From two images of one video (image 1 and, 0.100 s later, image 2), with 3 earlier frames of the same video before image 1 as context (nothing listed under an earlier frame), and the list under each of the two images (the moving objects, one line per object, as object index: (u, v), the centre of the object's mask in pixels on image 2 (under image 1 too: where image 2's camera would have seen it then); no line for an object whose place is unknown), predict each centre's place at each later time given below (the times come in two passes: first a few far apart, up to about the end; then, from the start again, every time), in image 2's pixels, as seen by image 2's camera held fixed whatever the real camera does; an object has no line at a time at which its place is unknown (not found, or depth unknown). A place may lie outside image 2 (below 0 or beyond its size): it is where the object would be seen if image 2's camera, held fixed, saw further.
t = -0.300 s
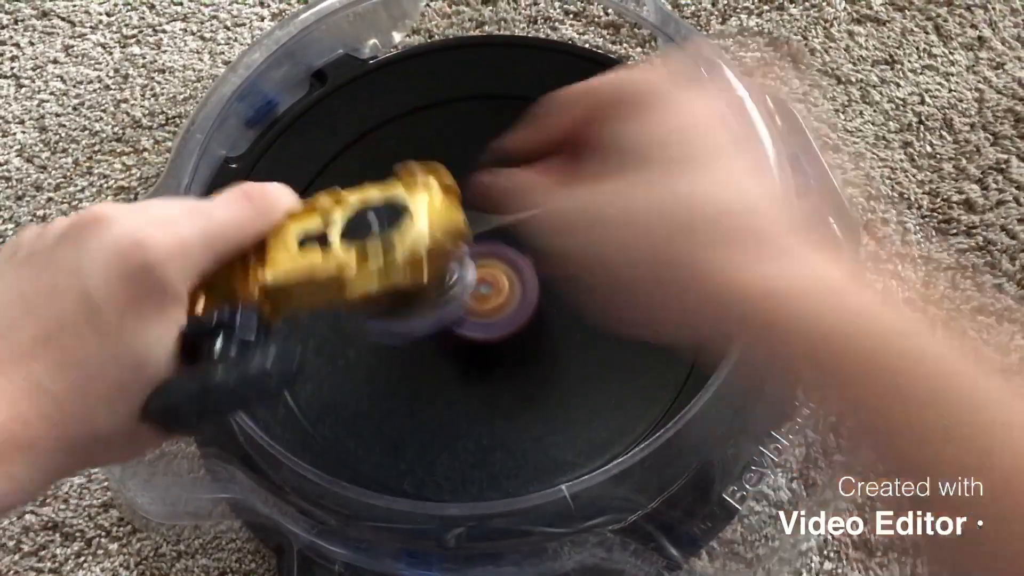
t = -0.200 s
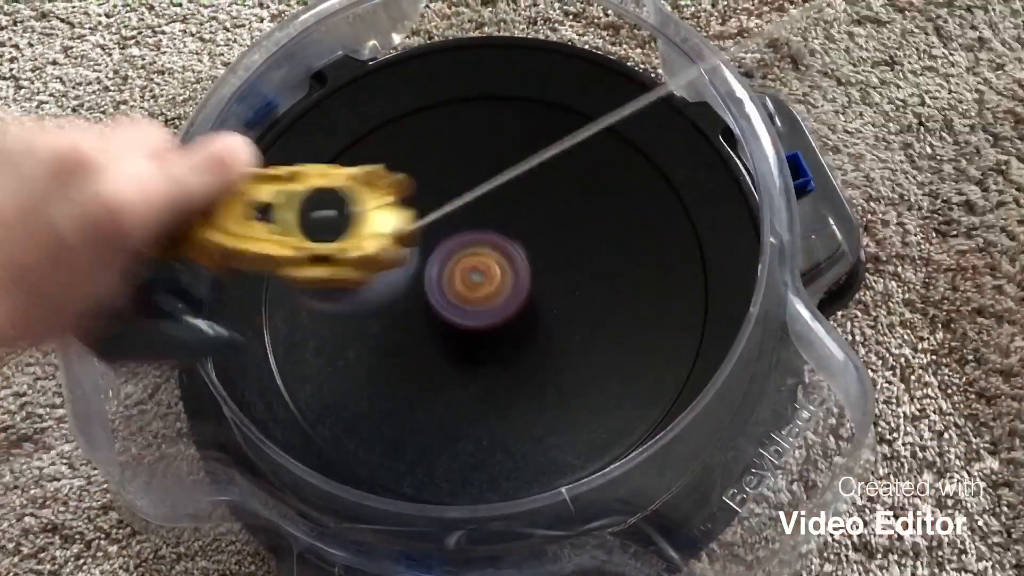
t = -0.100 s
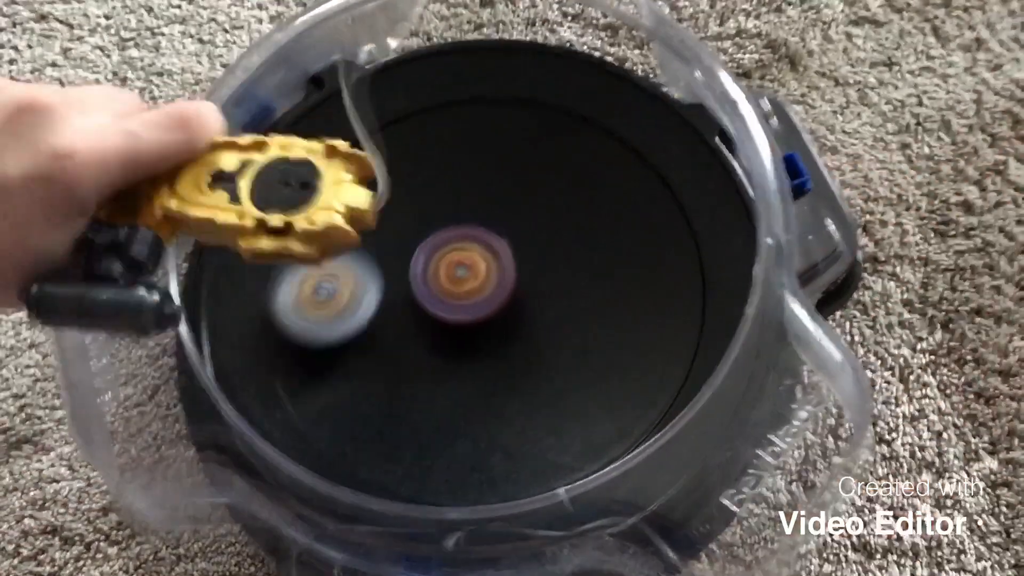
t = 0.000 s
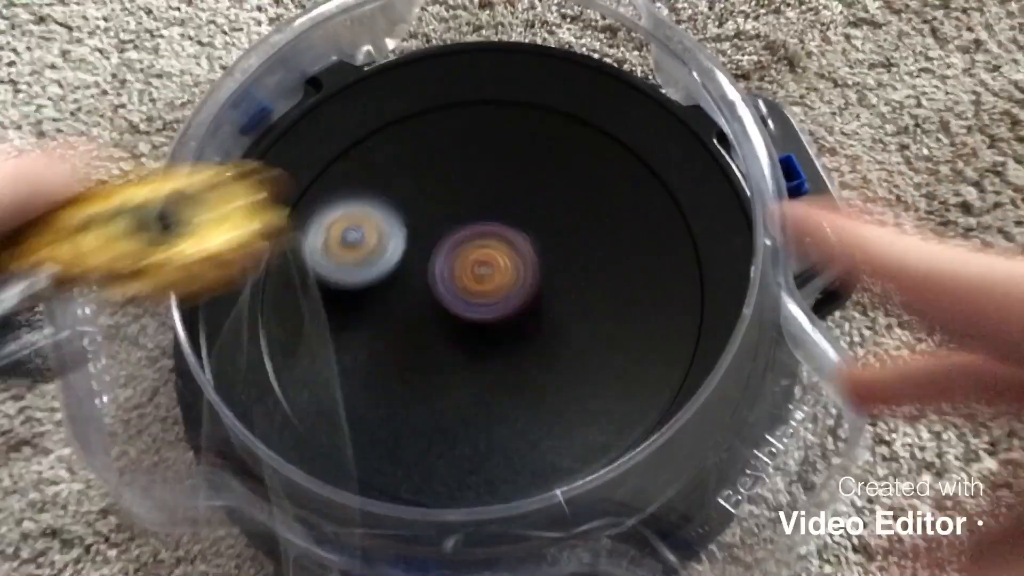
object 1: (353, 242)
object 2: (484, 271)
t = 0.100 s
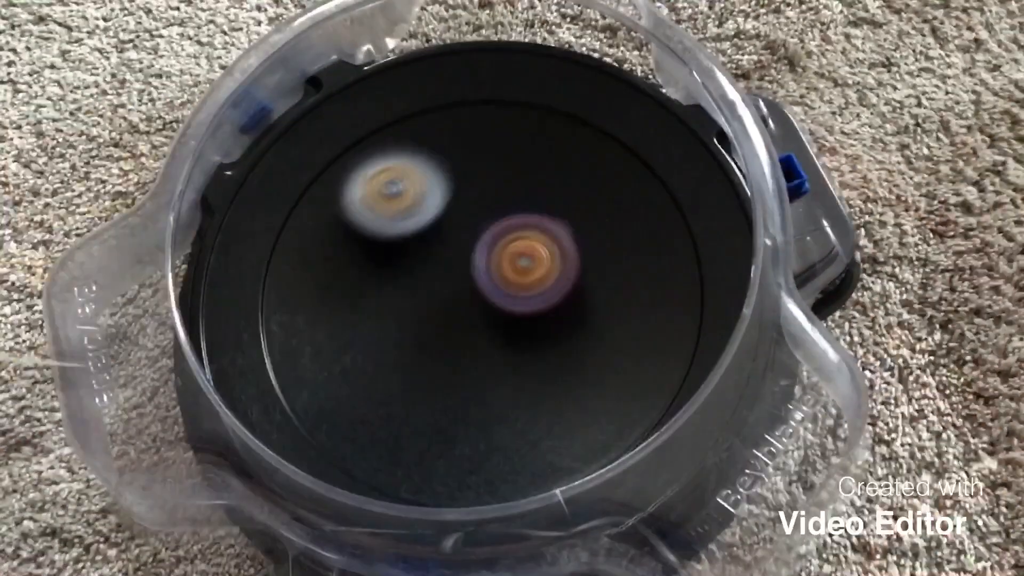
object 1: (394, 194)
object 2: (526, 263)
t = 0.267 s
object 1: (510, 152)
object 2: (554, 264)
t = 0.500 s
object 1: (604, 205)
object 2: (550, 296)
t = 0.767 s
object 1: (587, 380)
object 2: (460, 324)
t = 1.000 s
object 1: (341, 405)
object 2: (460, 305)
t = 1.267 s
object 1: (338, 137)
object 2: (488, 297)
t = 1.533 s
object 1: (678, 205)
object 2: (499, 326)
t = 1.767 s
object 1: (453, 484)
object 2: (506, 324)
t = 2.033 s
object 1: (387, 109)
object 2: (479, 316)
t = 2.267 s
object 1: (677, 344)
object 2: (457, 322)
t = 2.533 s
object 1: (263, 259)
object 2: (457, 320)
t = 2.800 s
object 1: (688, 234)
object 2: (455, 304)
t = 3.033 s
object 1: (359, 459)
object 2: (448, 292)
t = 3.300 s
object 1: (512, 93)
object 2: (448, 285)
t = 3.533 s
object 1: (662, 396)
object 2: (455, 276)
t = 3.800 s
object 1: (268, 281)
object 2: (452, 280)
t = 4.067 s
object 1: (615, 123)
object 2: (479, 260)
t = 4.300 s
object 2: (481, 247)
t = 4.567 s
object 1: (268, 278)
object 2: (467, 267)
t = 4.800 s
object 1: (517, 85)
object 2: (480, 276)
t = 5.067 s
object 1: (671, 367)
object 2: (486, 284)
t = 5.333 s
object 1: (304, 400)
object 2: (485, 272)
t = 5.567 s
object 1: (373, 113)
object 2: (497, 278)
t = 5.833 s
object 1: (685, 216)
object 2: (484, 292)
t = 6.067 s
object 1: (540, 468)
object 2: (486, 286)
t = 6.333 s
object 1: (261, 289)
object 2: (485, 293)
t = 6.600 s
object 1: (514, 90)
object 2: (475, 295)
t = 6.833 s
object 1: (694, 279)
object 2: (474, 290)
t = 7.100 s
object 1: (428, 471)
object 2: (470, 289)
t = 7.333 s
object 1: (270, 252)
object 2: (468, 284)
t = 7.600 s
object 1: (516, 101)
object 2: (469, 278)
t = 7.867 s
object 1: (667, 329)
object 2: (475, 273)
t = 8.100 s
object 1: (449, 485)
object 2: (481, 275)
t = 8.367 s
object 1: (289, 277)
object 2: (484, 280)
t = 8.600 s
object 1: (469, 133)
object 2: (484, 281)
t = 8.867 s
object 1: (643, 256)
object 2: (484, 283)
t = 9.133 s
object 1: (532, 417)
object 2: (483, 286)
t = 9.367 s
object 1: (355, 346)
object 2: (480, 288)
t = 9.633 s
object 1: (398, 167)
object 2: (476, 288)
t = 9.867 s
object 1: (556, 160)
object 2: (475, 288)
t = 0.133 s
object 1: (416, 181)
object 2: (533, 260)
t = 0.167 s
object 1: (442, 173)
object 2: (538, 257)
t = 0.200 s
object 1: (469, 170)
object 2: (540, 253)
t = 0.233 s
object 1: (493, 164)
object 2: (544, 254)
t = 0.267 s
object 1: (510, 152)
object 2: (554, 264)
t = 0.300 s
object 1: (527, 147)
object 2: (561, 272)
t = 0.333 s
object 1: (543, 145)
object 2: (566, 279)
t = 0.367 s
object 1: (558, 149)
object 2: (568, 285)
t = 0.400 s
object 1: (572, 158)
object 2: (567, 289)
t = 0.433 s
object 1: (584, 170)
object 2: (563, 292)
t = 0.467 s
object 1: (594, 188)
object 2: (558, 293)
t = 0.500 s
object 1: (604, 205)
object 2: (550, 296)
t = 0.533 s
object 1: (615, 219)
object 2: (536, 304)
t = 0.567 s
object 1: (622, 236)
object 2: (523, 311)
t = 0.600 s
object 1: (626, 256)
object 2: (510, 318)
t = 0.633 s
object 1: (627, 278)
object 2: (497, 322)
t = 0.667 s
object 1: (623, 301)
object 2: (485, 324)
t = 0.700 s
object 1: (616, 327)
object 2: (476, 325)
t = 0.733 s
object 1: (604, 353)
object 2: (467, 325)
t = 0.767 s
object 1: (587, 380)
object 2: (460, 324)
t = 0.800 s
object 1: (561, 406)
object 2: (455, 322)
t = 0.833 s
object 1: (530, 425)
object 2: (453, 319)
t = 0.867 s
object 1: (492, 438)
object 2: (452, 316)
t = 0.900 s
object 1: (453, 442)
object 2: (452, 314)
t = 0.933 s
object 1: (412, 437)
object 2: (454, 311)
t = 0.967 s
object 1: (375, 426)
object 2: (456, 308)
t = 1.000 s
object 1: (341, 405)
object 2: (460, 305)
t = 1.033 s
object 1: (312, 379)
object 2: (464, 303)
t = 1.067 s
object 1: (291, 346)
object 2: (468, 301)
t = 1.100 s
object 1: (277, 310)
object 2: (472, 299)
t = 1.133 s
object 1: (272, 273)
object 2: (476, 297)
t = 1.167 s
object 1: (274, 236)
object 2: (480, 296)
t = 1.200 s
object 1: (284, 197)
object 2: (482, 295)
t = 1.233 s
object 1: (303, 162)
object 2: (485, 295)
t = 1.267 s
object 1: (338, 137)
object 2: (488, 297)
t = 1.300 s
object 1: (376, 115)
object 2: (490, 299)
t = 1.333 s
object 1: (420, 97)
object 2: (491, 303)
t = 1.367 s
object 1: (466, 84)
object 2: (492, 307)
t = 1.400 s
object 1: (514, 87)
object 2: (494, 310)
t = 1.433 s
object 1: (563, 101)
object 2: (495, 315)
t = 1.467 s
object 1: (610, 122)
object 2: (496, 319)
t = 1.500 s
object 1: (648, 160)
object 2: (498, 322)
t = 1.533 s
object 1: (678, 205)
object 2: (499, 326)
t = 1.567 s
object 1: (693, 258)
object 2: (501, 327)
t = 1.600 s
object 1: (687, 312)
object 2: (503, 328)
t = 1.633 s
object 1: (669, 365)
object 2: (505, 328)
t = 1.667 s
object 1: (632, 413)
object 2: (507, 327)
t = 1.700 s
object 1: (582, 452)
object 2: (508, 326)
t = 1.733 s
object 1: (519, 478)
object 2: (508, 325)
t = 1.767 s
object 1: (453, 484)
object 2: (506, 324)
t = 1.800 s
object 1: (387, 470)
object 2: (504, 323)
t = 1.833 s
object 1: (329, 438)
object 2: (501, 321)
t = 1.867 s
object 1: (285, 387)
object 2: (499, 320)
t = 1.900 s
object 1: (259, 330)
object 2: (495, 318)
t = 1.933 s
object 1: (259, 262)
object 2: (492, 318)
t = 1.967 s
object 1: (282, 202)
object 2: (488, 317)
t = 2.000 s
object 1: (326, 148)
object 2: (484, 316)
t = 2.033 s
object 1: (387, 109)
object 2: (479, 316)
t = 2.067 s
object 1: (455, 90)
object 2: (475, 316)
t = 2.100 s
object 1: (529, 93)
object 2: (471, 316)
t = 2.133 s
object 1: (592, 117)
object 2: (467, 317)
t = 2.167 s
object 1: (646, 159)
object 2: (463, 317)
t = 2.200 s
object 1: (681, 214)
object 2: (460, 319)
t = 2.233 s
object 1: (692, 281)
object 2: (458, 320)
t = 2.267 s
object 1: (677, 344)
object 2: (457, 322)
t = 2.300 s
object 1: (646, 406)
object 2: (457, 323)
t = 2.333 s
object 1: (586, 454)
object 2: (456, 324)
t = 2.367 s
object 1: (510, 482)
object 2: (457, 324)
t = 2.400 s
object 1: (430, 484)
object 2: (456, 324)
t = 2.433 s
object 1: (355, 457)
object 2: (456, 324)
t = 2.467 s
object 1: (298, 404)
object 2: (457, 323)
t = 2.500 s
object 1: (264, 335)
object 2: (457, 321)
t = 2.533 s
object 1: (263, 259)
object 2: (457, 320)
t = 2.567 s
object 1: (293, 191)
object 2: (457, 319)
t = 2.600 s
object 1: (345, 138)
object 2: (458, 317)
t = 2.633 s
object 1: (411, 104)
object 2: (457, 314)
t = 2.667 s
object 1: (484, 92)
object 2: (457, 311)
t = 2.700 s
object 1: (554, 102)
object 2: (456, 309)
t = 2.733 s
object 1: (614, 131)
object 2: (456, 306)
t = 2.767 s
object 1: (661, 177)
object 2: (455, 305)
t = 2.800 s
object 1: (688, 234)
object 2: (455, 304)
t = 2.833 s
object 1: (693, 297)
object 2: (453, 302)
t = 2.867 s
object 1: (673, 354)
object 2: (453, 301)
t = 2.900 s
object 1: (641, 416)
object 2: (452, 299)
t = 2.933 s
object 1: (583, 459)
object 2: (450, 297)
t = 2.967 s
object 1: (507, 485)
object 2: (448, 295)
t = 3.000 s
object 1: (430, 484)
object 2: (447, 293)
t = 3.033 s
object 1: (359, 459)
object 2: (448, 292)
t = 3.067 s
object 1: (302, 406)
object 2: (448, 290)
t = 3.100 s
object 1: (268, 344)
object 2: (448, 290)
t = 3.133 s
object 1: (265, 273)
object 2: (447, 289)
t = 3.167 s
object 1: (288, 209)
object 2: (445, 288)
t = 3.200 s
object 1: (332, 154)
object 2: (446, 289)
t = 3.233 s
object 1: (388, 116)
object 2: (447, 289)
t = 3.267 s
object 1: (449, 95)
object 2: (448, 287)
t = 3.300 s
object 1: (512, 93)
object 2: (448, 285)
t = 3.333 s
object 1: (571, 107)
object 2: (449, 283)
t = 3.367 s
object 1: (623, 135)
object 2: (448, 280)
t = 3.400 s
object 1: (663, 176)
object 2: (448, 279)
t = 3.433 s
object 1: (691, 226)
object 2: (449, 279)
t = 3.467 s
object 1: (698, 283)
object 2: (451, 278)
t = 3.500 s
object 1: (690, 339)
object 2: (453, 277)
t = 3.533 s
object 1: (662, 396)
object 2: (455, 276)
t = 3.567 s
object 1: (614, 442)
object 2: (456, 275)
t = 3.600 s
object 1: (553, 474)
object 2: (456, 275)
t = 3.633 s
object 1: (481, 489)
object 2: (456, 276)
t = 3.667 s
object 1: (410, 478)
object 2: (455, 276)
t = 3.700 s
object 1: (348, 446)
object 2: (454, 277)
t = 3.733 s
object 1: (302, 401)
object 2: (453, 278)
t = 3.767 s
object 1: (274, 345)
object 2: (453, 279)
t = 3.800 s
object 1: (268, 281)
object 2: (452, 280)
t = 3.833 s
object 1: (283, 224)
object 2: (453, 280)
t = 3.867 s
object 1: (312, 174)
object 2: (453, 279)
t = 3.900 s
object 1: (354, 134)
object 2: (455, 277)
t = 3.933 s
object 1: (406, 106)
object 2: (459, 274)
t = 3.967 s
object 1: (461, 91)
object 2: (464, 271)
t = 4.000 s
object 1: (515, 89)
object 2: (470, 268)
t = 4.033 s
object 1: (567, 99)
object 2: (475, 264)
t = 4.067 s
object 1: (615, 123)
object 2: (479, 260)
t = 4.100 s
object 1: (655, 157)
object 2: (483, 256)
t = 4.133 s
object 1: (684, 201)
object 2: (486, 252)
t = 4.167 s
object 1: (700, 249)
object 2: (487, 248)
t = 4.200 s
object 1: (698, 300)
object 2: (486, 246)
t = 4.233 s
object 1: (684, 354)
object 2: (485, 245)
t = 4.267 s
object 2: (483, 245)
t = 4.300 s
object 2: (481, 247)
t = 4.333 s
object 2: (478, 249)
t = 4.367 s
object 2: (476, 252)
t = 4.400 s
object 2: (474, 255)
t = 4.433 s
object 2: (472, 258)
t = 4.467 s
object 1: (328, 425)
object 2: (470, 260)
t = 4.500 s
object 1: (291, 382)
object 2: (468, 263)
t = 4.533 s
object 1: (271, 330)
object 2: (467, 265)
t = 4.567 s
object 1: (268, 278)
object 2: (467, 267)
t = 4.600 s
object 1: (281, 229)
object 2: (466, 269)
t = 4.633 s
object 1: (301, 183)
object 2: (467, 270)
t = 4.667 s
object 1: (334, 147)
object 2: (469, 271)
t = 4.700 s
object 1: (375, 118)
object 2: (471, 271)
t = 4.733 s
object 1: (420, 96)
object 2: (474, 273)
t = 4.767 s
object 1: (468, 84)
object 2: (477, 274)
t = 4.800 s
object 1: (517, 85)
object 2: (480, 276)
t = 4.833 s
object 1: (565, 95)
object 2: (483, 277)
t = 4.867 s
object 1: (609, 116)
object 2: (485, 279)
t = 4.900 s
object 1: (645, 146)
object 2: (487, 280)
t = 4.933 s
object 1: (674, 182)
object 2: (488, 282)
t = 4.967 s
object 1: (692, 224)
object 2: (488, 283)
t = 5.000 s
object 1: (698, 274)
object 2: (488, 284)
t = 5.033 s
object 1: (689, 321)
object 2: (488, 285)
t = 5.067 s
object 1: (671, 367)
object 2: (486, 284)
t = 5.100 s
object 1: (640, 411)
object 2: (484, 284)
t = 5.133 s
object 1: (595, 445)
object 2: (483, 282)
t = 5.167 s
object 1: (546, 469)
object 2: (481, 281)
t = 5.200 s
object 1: (491, 479)
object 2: (480, 279)
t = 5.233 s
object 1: (436, 477)
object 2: (480, 277)
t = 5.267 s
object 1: (384, 464)
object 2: (482, 275)
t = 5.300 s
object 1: (341, 436)
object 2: (483, 273)
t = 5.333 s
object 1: (304, 400)
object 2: (485, 272)
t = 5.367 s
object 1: (280, 358)
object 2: (487, 271)
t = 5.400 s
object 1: (264, 312)
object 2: (489, 271)
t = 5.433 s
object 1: (263, 263)
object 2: (492, 271)
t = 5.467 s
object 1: (277, 219)
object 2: (494, 272)
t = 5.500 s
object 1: (302, 176)
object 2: (495, 273)
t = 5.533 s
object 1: (333, 141)
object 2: (497, 275)
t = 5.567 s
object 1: (373, 113)
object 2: (497, 278)
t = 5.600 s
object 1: (418, 95)
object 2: (498, 281)
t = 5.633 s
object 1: (466, 84)
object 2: (498, 284)
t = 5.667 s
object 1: (513, 86)
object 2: (497, 287)
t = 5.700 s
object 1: (559, 95)
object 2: (495, 289)
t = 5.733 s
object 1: (602, 116)
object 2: (492, 291)
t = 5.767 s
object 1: (637, 143)
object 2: (490, 292)
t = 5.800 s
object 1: (665, 178)
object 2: (487, 292)
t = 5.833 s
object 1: (685, 216)
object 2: (484, 292)
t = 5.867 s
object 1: (694, 261)
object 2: (482, 290)
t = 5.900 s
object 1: (691, 306)
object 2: (481, 289)
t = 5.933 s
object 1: (677, 347)
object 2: (481, 287)
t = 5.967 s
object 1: (659, 386)
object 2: (482, 286)
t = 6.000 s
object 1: (626, 421)
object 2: (482, 285)
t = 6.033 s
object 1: (586, 449)
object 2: (484, 285)
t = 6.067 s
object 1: (540, 468)
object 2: (486, 286)
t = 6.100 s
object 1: (494, 476)
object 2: (487, 287)
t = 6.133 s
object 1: (444, 474)
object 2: (487, 289)
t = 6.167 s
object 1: (398, 458)
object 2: (488, 290)
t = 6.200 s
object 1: (354, 439)
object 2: (487, 291)
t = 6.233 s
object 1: (320, 412)
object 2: (486, 292)
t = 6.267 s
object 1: (289, 375)
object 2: (486, 293)
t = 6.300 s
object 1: (269, 334)
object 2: (485, 293)
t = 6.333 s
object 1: (261, 289)
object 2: (485, 293)
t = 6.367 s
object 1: (263, 244)
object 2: (484, 294)
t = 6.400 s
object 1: (284, 204)
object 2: (484, 295)
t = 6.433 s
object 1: (309, 166)
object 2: (483, 295)
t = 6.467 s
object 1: (343, 135)
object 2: (481, 296)
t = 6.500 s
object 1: (383, 112)
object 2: (480, 297)
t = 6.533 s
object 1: (425, 96)
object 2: (478, 297)
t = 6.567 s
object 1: (470, 89)
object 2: (476, 296)
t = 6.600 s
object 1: (514, 90)
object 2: (475, 295)
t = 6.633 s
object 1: (556, 99)
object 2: (474, 294)
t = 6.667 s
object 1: (594, 116)
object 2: (473, 293)
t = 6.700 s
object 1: (630, 140)
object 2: (473, 292)
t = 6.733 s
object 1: (658, 169)
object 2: (473, 290)
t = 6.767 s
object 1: (680, 202)
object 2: (474, 290)
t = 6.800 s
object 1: (692, 241)
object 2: (474, 290)
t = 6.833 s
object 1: (694, 279)
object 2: (474, 290)
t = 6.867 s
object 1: (685, 318)
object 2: (473, 290)
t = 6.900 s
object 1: (667, 356)
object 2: (473, 291)
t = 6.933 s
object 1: (640, 388)
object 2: (472, 290)
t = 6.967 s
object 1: (606, 418)
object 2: (471, 290)
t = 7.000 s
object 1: (566, 441)
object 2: (470, 289)
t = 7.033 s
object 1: (522, 457)
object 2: (470, 289)
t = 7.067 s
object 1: (475, 472)
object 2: (470, 289)
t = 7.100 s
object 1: (428, 471)
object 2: (470, 289)
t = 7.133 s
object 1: (381, 461)
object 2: (469, 289)
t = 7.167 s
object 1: (339, 442)
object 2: (468, 288)
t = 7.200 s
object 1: (306, 412)
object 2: (468, 287)
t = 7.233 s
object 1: (284, 377)
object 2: (468, 286)
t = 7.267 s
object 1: (267, 337)
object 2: (468, 286)
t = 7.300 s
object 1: (263, 294)
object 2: (468, 285)
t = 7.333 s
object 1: (270, 252)
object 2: (468, 284)
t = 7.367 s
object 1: (284, 213)
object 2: (468, 284)
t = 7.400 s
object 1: (306, 176)
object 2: (468, 284)
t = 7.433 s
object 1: (337, 147)
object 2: (468, 284)
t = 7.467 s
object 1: (369, 123)
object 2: (467, 283)
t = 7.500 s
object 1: (405, 106)
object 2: (467, 281)
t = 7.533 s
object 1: (441, 97)
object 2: (467, 280)
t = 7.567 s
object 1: (479, 95)
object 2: (468, 279)
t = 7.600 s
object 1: (516, 101)
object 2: (469, 278)
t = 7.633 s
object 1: (552, 114)
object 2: (470, 278)
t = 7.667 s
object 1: (585, 133)
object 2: (471, 278)
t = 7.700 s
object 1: (614, 156)
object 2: (471, 277)
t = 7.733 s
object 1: (638, 186)
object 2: (471, 277)
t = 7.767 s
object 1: (656, 221)
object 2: (472, 276)
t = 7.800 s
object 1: (666, 258)
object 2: (472, 275)
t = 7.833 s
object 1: (670, 294)
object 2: (473, 274)
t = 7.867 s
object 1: (667, 329)
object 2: (475, 273)
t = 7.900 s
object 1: (653, 366)
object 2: (476, 273)
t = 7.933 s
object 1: (633, 398)
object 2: (477, 273)
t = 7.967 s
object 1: (605, 429)
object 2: (477, 274)
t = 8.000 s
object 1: (572, 454)
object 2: (478, 274)
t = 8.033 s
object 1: (534, 473)
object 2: (479, 274)
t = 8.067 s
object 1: (491, 484)
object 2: (480, 274)
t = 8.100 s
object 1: (449, 485)
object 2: (481, 275)
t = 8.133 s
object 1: (408, 474)
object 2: (482, 276)
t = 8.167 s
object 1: (374, 452)
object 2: (483, 276)
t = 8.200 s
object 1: (342, 432)
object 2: (482, 277)
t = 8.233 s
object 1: (314, 407)
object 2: (482, 278)
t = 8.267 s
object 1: (296, 378)
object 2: (482, 278)
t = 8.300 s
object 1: (286, 345)
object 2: (483, 278)
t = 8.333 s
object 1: (283, 311)
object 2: (483, 278)
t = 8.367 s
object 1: (289, 277)
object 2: (484, 280)
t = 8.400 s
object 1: (301, 242)
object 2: (484, 280)
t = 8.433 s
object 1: (320, 211)
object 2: (484, 281)
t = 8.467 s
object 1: (345, 184)
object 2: (484, 281)
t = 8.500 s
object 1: (372, 163)
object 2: (483, 281)
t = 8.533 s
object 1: (405, 147)
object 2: (483, 281)
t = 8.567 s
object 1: (437, 137)
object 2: (484, 281)
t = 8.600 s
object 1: (469, 133)
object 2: (484, 281)
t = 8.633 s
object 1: (501, 134)
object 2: (485, 281)
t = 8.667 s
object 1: (531, 141)
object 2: (485, 281)
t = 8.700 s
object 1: (558, 152)
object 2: (485, 282)
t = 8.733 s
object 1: (584, 168)
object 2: (484, 283)
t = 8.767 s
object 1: (606, 187)
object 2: (484, 283)
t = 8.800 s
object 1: (622, 206)
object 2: (484, 283)
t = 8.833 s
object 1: (636, 231)
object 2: (484, 283)
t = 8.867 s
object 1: (643, 256)
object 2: (484, 283)
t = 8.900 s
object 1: (646, 279)
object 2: (484, 283)
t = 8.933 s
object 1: (643, 306)
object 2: (484, 284)
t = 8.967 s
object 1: (635, 330)
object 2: (484, 284)
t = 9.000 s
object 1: (623, 353)
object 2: (484, 285)
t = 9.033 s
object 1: (606, 373)
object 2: (483, 285)
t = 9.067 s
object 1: (585, 392)
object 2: (483, 285)
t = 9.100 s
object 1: (559, 407)
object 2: (483, 285)
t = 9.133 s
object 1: (532, 417)
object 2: (483, 286)
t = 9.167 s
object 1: (502, 423)
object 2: (483, 287)
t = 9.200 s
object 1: (471, 423)
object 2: (482, 287)
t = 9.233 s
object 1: (442, 415)
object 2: (482, 288)
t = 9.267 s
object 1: (414, 406)
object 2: (481, 288)
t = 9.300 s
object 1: (390, 390)
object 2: (481, 287)
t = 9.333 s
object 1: (370, 369)
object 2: (480, 288)
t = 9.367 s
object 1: (355, 346)
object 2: (480, 288)
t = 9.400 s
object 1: (344, 322)
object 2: (479, 288)
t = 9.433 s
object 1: (339, 295)
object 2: (478, 288)
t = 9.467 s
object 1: (338, 270)
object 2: (477, 288)
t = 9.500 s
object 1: (343, 244)
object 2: (477, 288)
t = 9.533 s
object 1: (351, 221)
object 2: (477, 288)
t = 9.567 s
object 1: (364, 201)
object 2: (477, 288)
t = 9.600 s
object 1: (380, 183)
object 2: (477, 288)
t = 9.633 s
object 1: (398, 167)
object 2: (476, 288)
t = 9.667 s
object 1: (419, 154)
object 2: (476, 289)
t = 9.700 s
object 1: (442, 144)
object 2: (475, 289)
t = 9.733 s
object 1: (465, 139)
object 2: (475, 289)
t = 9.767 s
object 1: (489, 138)
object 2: (475, 288)
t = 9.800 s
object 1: (512, 140)
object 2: (475, 288)
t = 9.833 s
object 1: (535, 149)
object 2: (475, 288)
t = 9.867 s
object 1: (556, 160)
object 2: (475, 288)
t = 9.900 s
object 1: (575, 174)
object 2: (475, 288)
